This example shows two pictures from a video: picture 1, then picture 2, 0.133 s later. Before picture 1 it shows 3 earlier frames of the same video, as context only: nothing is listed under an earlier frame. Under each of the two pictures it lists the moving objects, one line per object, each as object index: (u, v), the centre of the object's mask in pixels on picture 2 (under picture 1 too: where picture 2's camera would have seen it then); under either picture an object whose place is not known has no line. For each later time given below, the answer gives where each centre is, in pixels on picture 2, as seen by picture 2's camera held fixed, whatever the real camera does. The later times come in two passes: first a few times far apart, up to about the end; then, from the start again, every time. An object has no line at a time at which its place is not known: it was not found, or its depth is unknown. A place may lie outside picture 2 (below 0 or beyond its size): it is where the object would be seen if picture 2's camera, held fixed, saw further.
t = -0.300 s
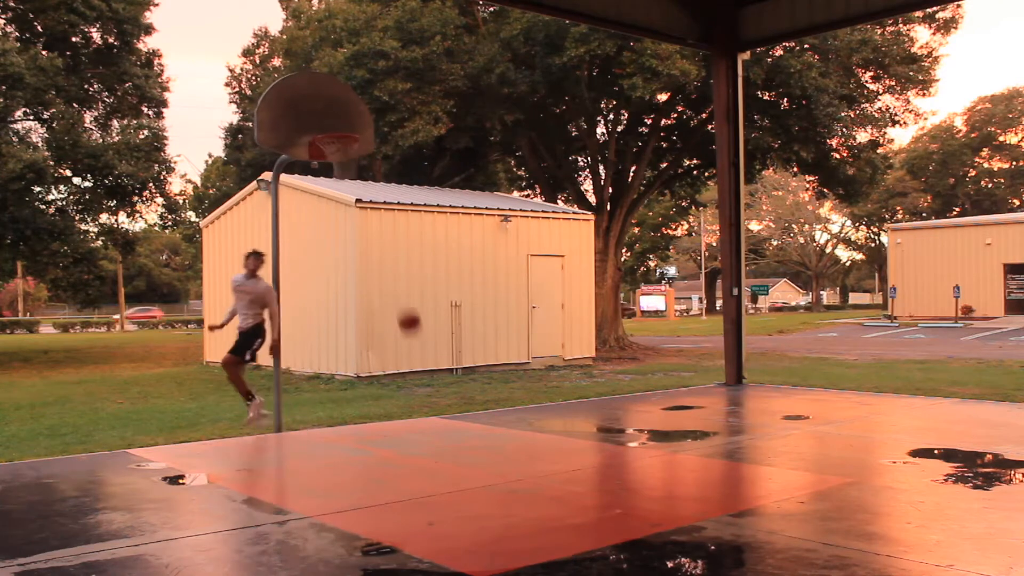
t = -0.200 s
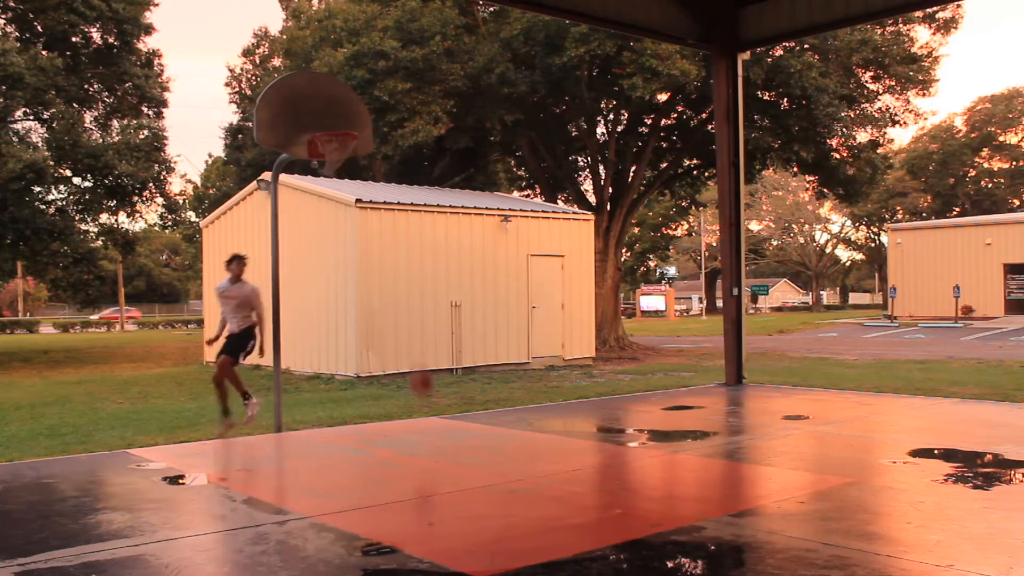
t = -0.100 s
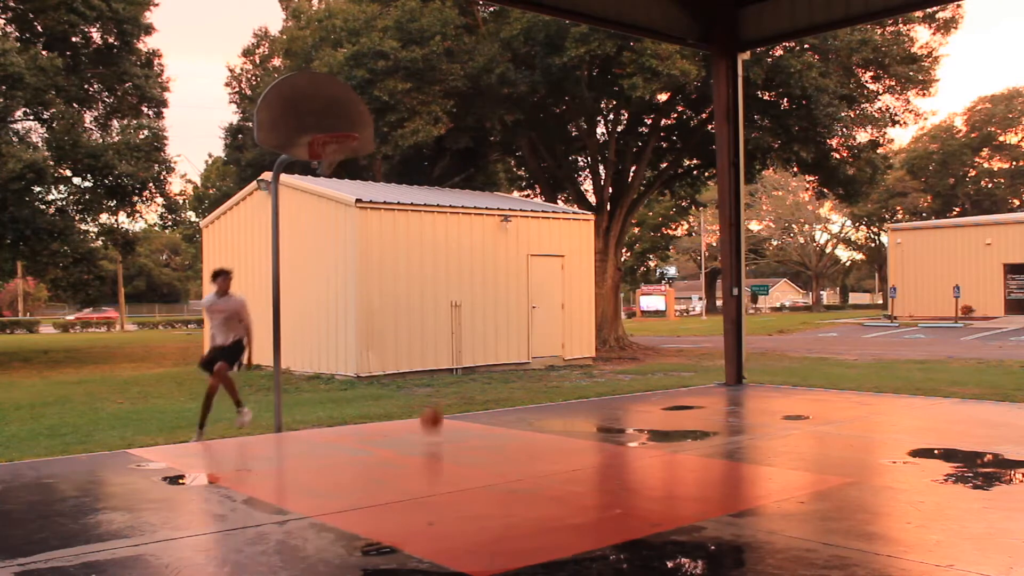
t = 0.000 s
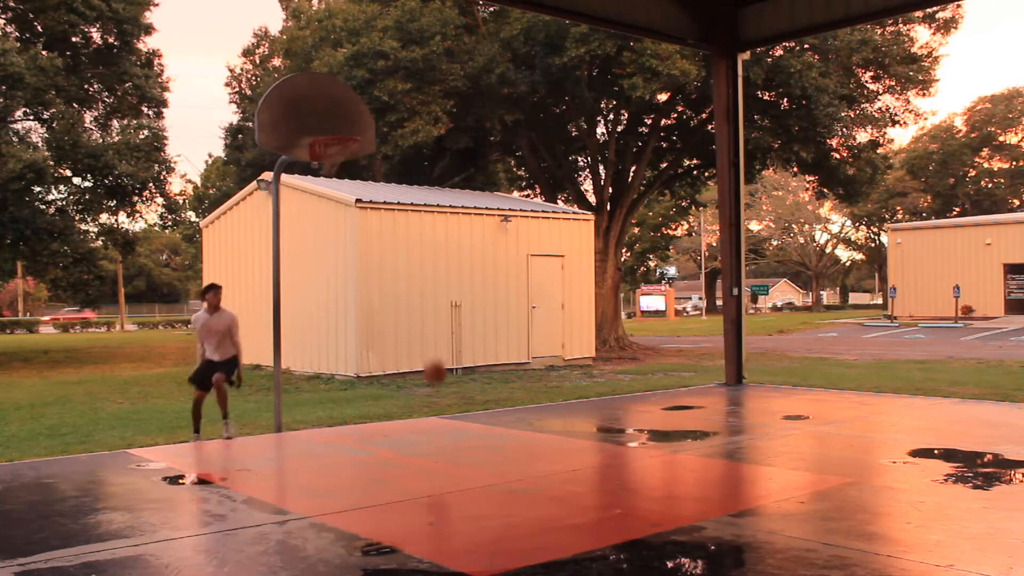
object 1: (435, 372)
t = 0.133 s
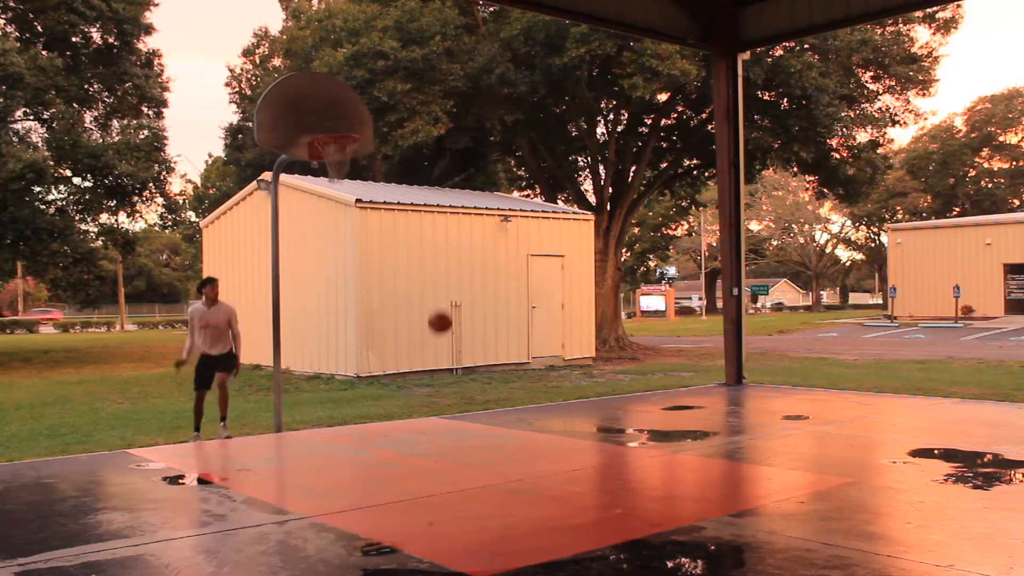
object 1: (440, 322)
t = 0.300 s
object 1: (447, 284)
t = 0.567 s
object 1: (459, 280)
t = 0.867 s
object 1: (475, 364)
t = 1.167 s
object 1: (491, 379)
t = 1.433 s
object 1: (504, 334)
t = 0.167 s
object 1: (441, 312)
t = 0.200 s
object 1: (443, 304)
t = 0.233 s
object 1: (444, 296)
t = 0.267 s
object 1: (445, 289)
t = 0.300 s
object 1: (447, 284)
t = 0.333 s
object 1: (449, 280)
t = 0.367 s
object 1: (450, 277)
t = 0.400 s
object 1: (452, 275)
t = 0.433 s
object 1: (453, 274)
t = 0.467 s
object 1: (455, 274)
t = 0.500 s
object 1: (456, 275)
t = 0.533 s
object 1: (458, 277)
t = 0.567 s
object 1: (459, 280)
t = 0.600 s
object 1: (461, 285)
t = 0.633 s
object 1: (463, 291)
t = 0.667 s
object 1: (464, 297)
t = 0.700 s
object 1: (466, 306)
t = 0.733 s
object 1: (467, 315)
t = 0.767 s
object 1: (469, 325)
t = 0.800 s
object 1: (471, 337)
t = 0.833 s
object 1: (473, 349)
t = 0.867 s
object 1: (475, 364)
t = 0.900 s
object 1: (477, 379)
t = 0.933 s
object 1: (478, 395)
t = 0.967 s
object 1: (481, 412)
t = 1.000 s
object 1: (483, 431)
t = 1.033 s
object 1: (484, 428)
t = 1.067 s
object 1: (486, 414)
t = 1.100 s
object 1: (487, 401)
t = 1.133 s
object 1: (489, 390)
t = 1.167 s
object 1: (491, 379)
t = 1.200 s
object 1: (491, 371)
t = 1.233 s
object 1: (493, 362)
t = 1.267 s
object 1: (495, 354)
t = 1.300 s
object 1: (497, 348)
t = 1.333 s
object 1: (498, 343)
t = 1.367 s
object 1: (500, 338)
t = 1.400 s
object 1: (502, 336)
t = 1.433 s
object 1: (504, 334)
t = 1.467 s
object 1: (505, 334)
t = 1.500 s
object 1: (507, 334)
